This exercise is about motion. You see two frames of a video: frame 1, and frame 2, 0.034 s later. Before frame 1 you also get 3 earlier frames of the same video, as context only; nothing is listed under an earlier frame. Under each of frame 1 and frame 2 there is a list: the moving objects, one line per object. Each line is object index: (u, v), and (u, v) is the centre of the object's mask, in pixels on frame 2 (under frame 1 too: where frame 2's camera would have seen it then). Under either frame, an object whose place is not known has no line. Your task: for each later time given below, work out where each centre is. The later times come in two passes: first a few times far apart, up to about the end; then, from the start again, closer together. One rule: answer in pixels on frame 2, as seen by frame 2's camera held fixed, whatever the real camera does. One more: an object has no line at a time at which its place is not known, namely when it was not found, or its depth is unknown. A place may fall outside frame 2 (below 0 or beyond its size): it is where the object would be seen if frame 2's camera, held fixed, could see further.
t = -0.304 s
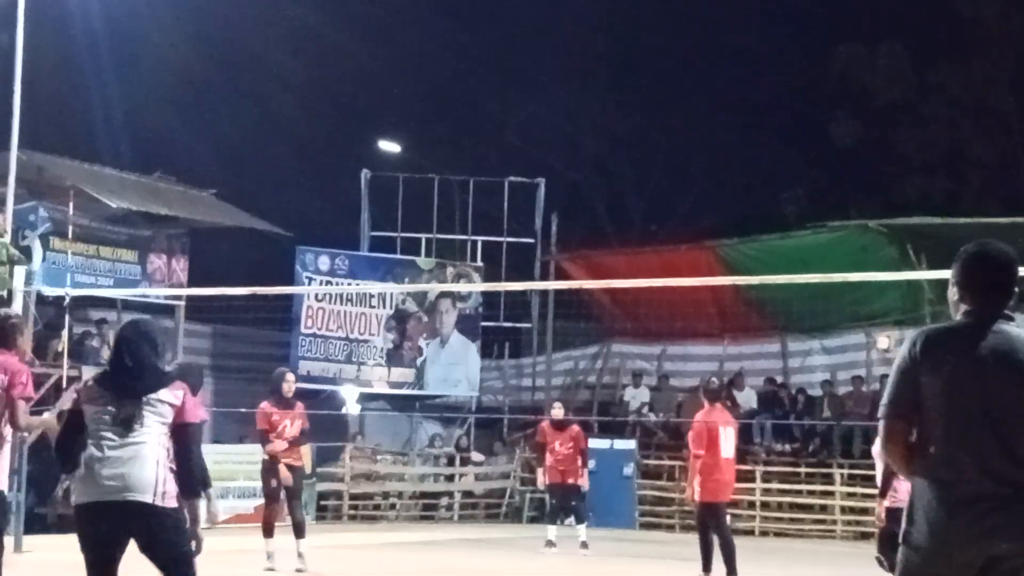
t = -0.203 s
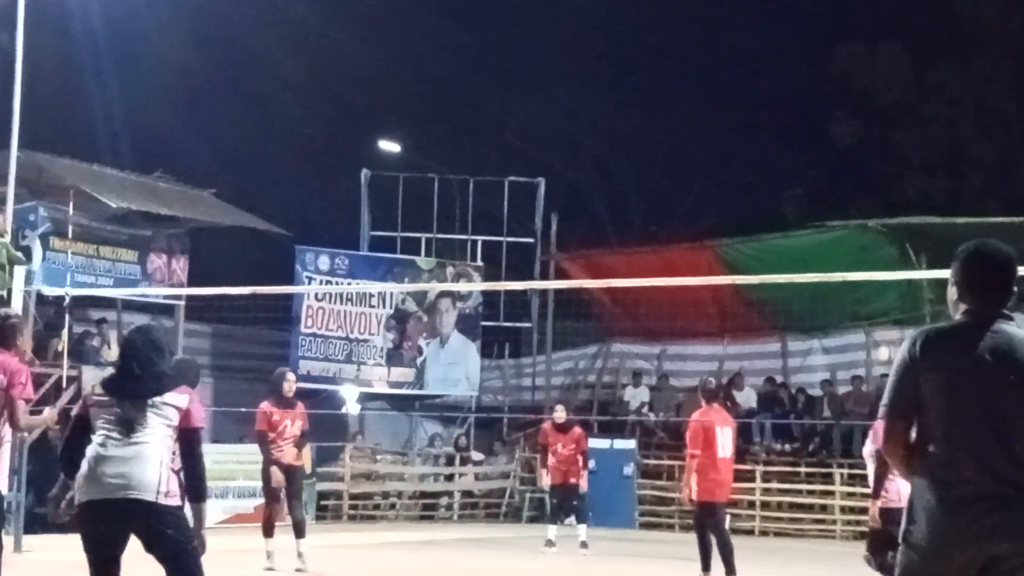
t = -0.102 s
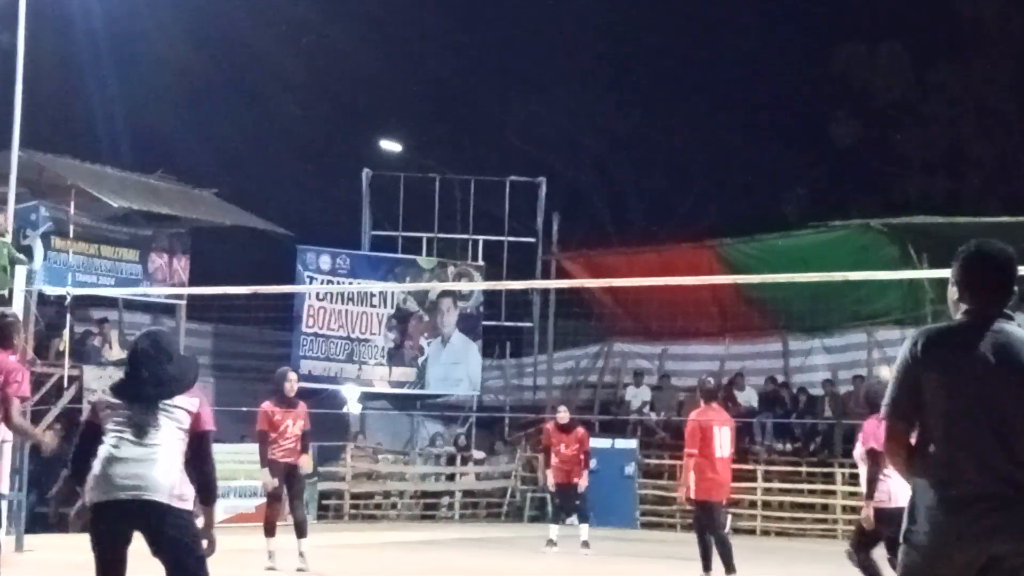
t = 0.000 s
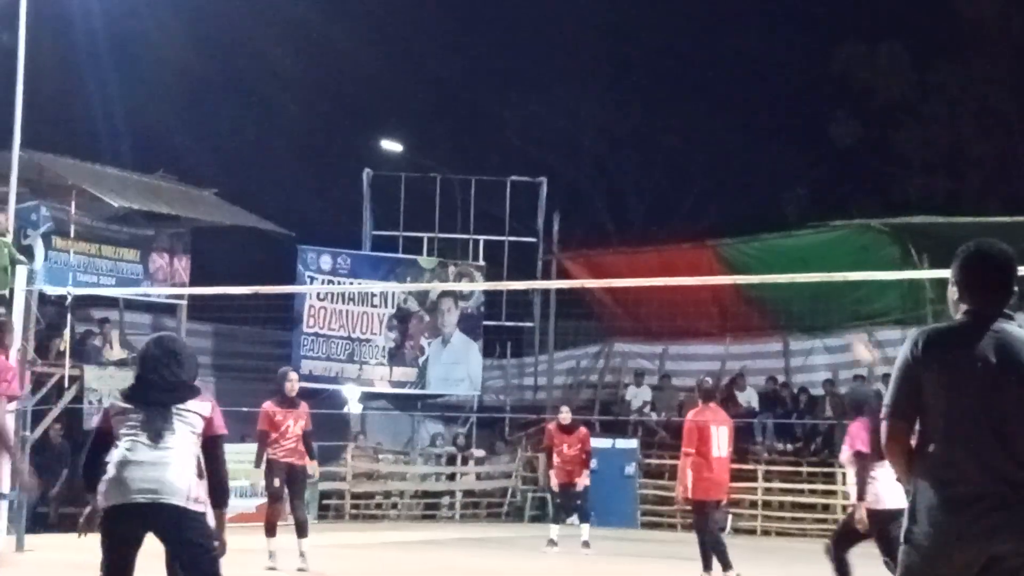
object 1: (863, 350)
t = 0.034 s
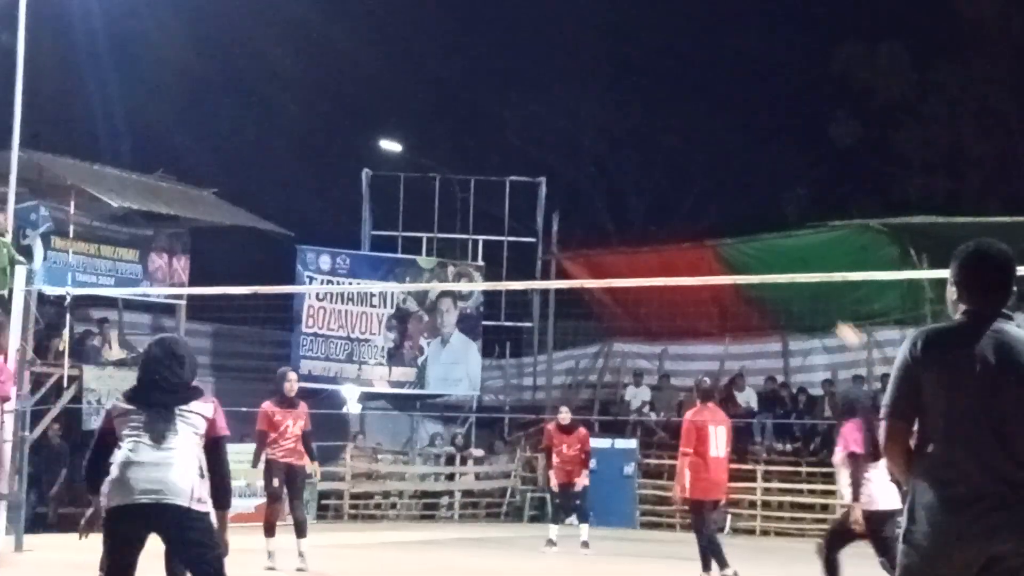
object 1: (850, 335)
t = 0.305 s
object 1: (719, 219)
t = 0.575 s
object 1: (558, 168)
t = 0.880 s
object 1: (316, 213)
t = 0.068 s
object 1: (834, 318)
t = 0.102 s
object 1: (819, 302)
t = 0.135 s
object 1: (806, 289)
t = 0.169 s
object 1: (785, 267)
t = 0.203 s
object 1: (771, 256)
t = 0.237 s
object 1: (754, 242)
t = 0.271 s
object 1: (737, 229)
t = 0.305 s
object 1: (719, 219)
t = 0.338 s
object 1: (701, 209)
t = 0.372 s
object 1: (682, 200)
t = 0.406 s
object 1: (663, 192)
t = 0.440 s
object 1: (643, 185)
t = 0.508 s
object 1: (601, 173)
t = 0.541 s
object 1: (580, 170)
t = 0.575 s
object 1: (558, 168)
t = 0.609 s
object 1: (535, 168)
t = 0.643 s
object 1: (511, 169)
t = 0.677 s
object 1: (486, 170)
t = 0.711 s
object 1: (461, 174)
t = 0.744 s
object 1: (434, 179)
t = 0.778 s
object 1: (406, 185)
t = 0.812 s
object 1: (377, 193)
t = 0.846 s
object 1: (346, 203)
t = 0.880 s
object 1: (316, 213)
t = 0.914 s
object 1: (283, 226)
